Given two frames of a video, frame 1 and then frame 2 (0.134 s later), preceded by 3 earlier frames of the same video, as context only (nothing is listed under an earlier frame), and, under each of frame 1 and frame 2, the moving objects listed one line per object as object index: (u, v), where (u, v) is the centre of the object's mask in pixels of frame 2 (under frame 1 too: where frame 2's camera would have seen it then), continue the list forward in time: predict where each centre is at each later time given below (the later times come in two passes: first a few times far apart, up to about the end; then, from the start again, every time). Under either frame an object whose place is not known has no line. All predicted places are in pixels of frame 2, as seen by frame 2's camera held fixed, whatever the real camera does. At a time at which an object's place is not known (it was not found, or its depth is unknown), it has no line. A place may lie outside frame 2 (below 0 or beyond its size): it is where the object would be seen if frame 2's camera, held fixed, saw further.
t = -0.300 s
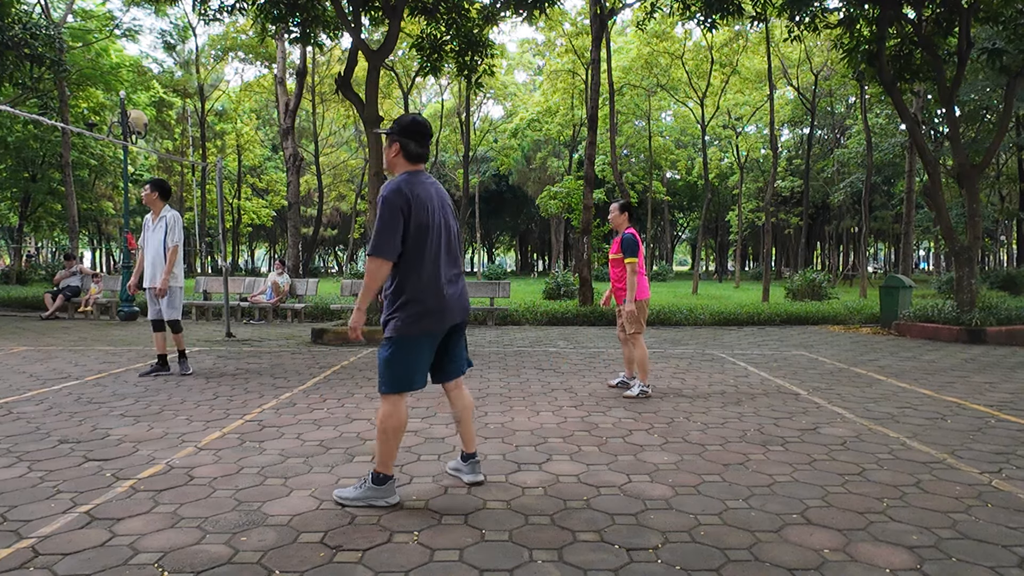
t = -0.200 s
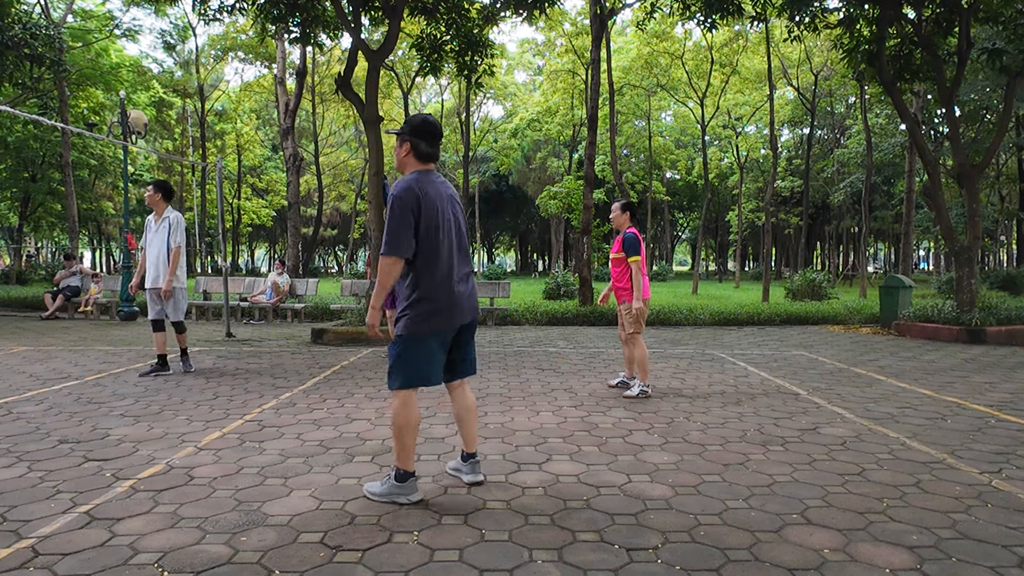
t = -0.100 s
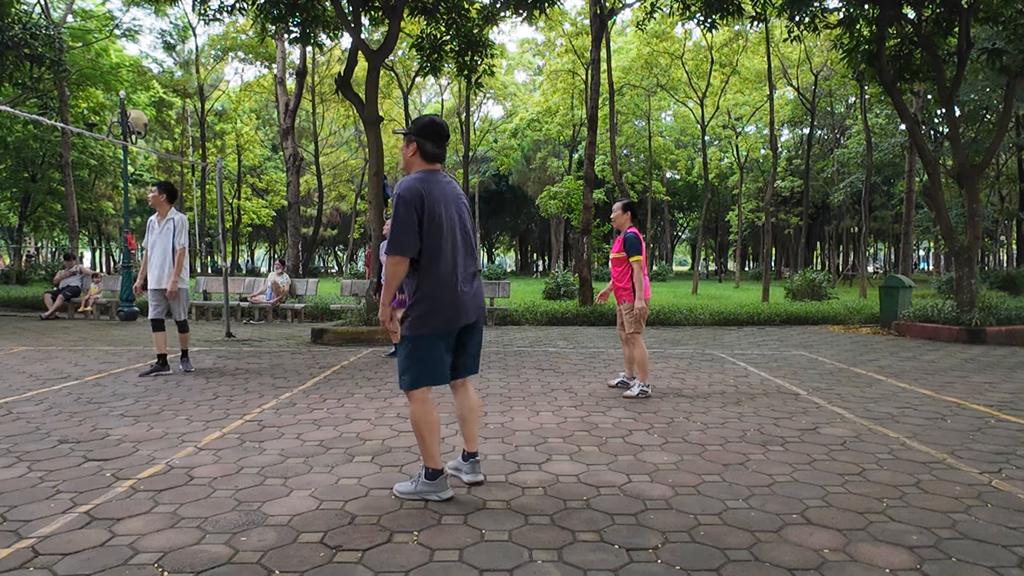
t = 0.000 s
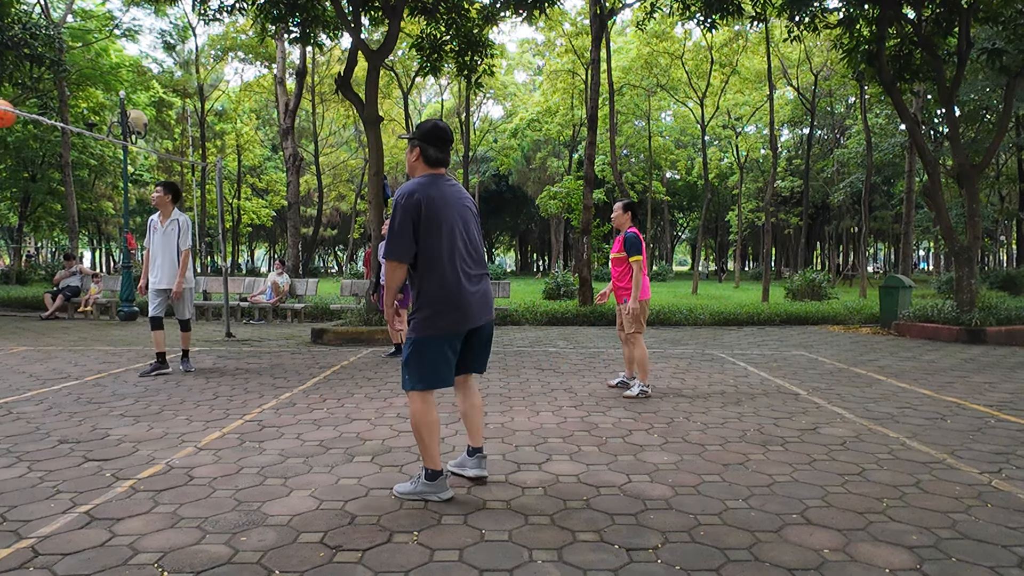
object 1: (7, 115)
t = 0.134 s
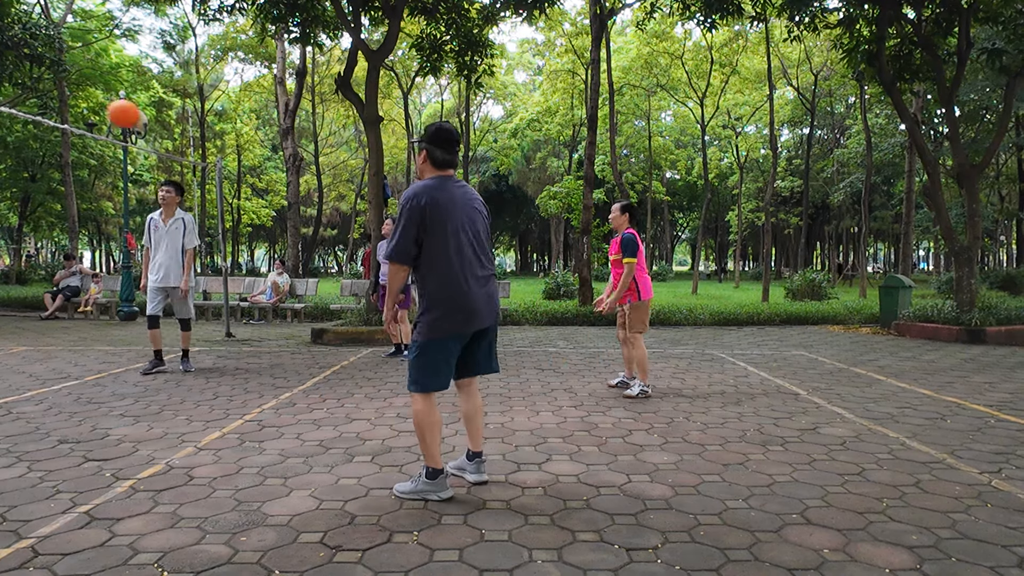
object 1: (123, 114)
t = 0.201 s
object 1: (183, 120)
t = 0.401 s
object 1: (363, 170)
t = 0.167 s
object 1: (154, 116)
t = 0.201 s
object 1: (183, 120)
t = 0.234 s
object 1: (213, 125)
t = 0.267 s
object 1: (243, 131)
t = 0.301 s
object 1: (272, 138)
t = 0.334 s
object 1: (302, 147)
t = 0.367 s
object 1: (332, 158)
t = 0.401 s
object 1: (363, 170)
